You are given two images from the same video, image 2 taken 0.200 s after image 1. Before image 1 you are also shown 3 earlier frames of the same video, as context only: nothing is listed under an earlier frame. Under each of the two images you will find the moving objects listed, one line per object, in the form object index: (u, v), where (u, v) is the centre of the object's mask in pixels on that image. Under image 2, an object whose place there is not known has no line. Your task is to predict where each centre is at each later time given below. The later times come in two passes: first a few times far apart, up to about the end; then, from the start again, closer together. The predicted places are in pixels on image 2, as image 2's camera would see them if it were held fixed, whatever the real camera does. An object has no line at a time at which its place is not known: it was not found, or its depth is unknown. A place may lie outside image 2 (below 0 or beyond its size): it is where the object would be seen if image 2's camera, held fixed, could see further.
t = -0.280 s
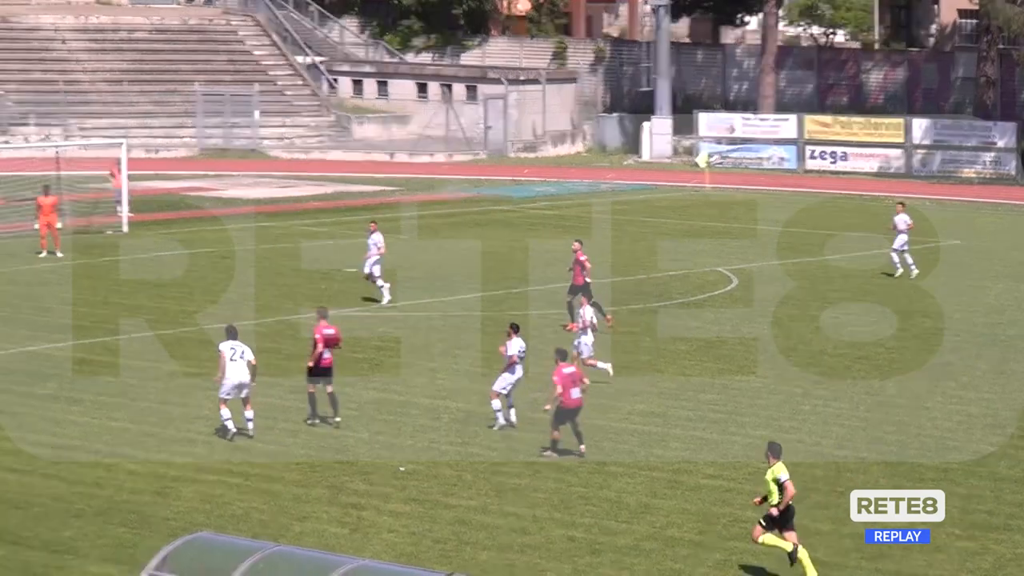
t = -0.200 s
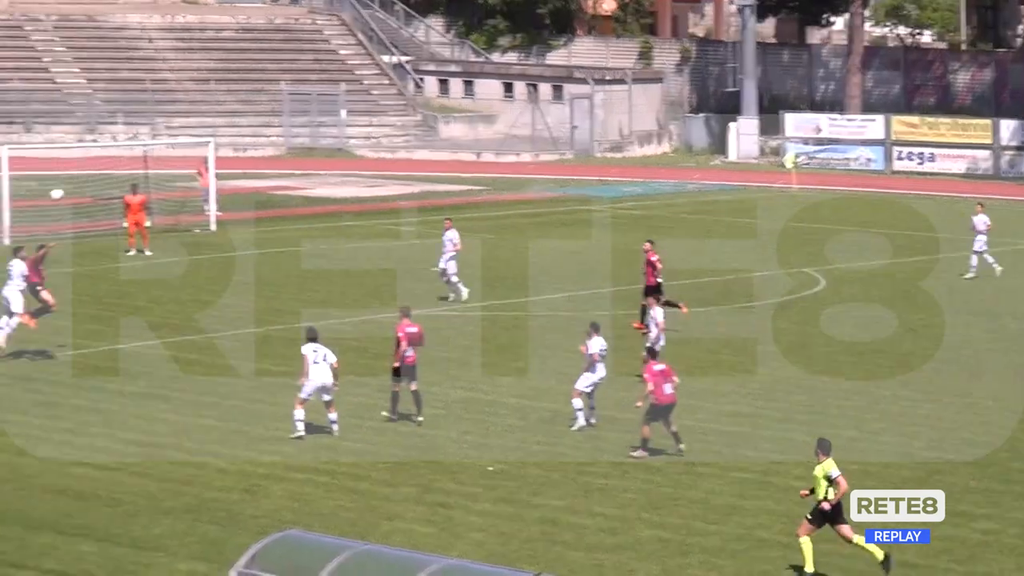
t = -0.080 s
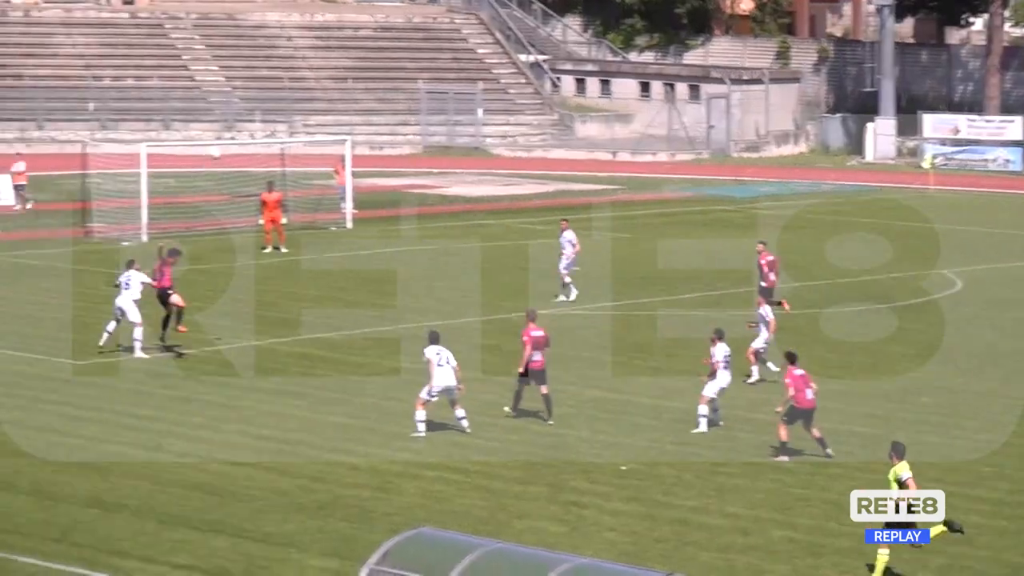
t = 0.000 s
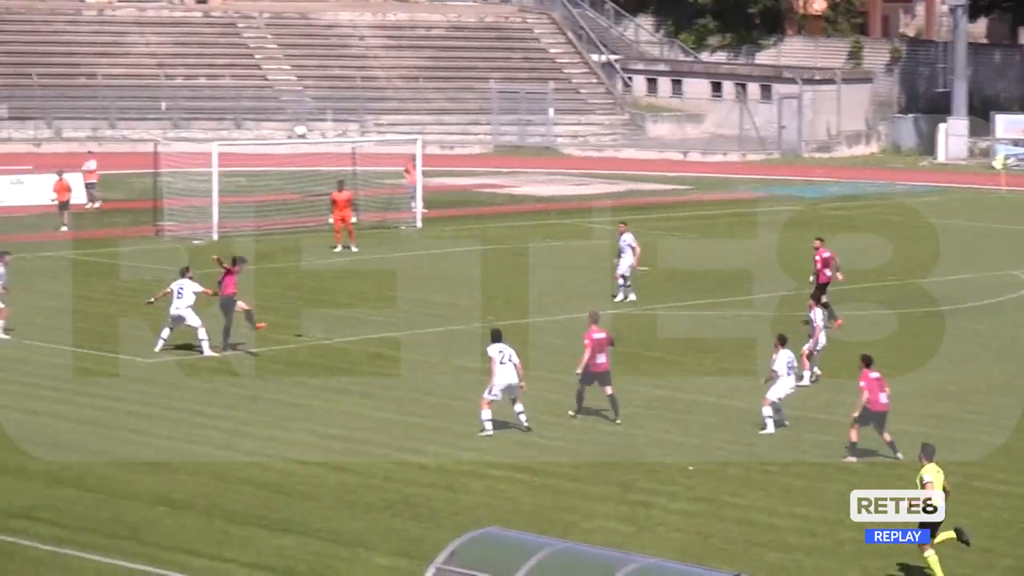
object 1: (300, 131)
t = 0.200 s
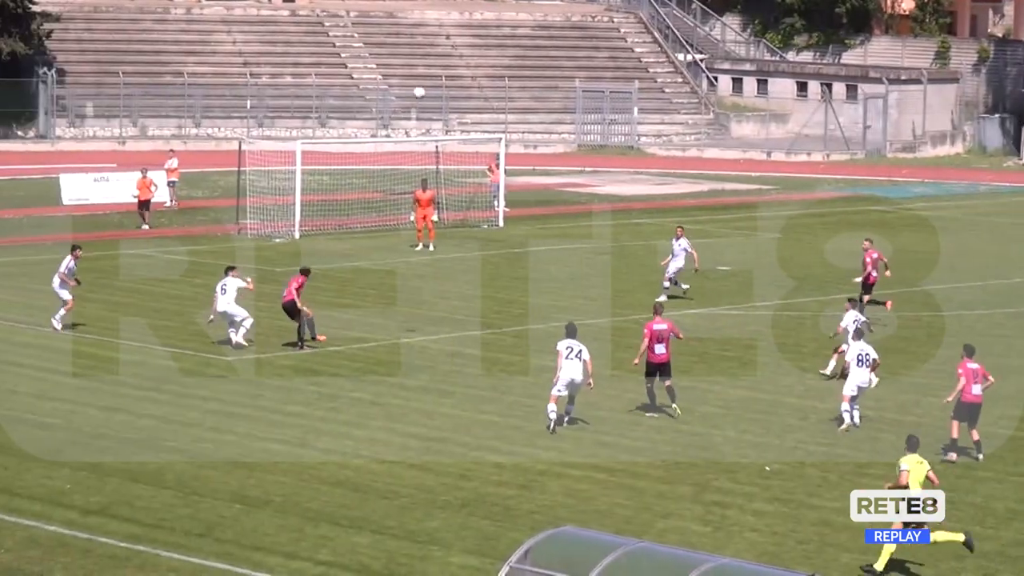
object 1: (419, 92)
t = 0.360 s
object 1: (446, 80)
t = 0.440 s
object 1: (459, 78)
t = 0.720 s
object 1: (502, 100)
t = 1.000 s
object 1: (543, 163)
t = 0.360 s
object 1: (446, 80)
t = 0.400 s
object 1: (452, 78)
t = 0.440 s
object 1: (459, 78)
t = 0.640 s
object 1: (491, 89)
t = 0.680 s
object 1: (497, 94)
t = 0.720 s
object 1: (502, 100)
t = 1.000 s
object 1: (543, 163)
